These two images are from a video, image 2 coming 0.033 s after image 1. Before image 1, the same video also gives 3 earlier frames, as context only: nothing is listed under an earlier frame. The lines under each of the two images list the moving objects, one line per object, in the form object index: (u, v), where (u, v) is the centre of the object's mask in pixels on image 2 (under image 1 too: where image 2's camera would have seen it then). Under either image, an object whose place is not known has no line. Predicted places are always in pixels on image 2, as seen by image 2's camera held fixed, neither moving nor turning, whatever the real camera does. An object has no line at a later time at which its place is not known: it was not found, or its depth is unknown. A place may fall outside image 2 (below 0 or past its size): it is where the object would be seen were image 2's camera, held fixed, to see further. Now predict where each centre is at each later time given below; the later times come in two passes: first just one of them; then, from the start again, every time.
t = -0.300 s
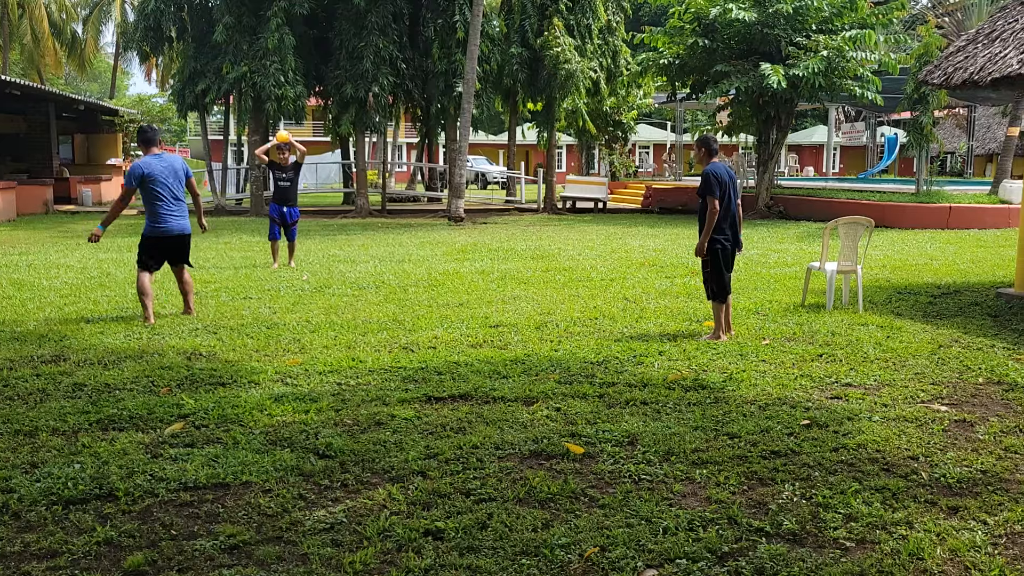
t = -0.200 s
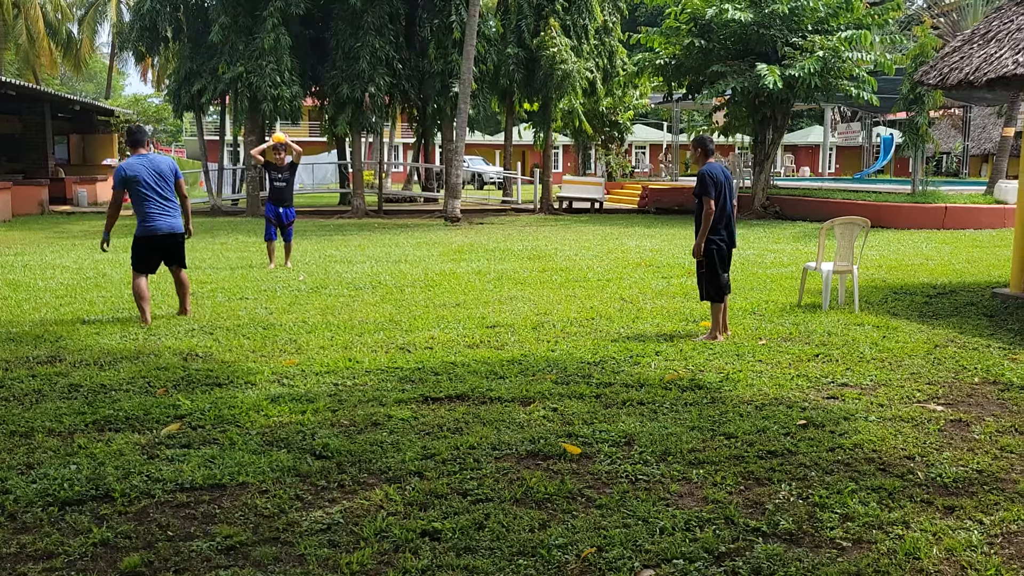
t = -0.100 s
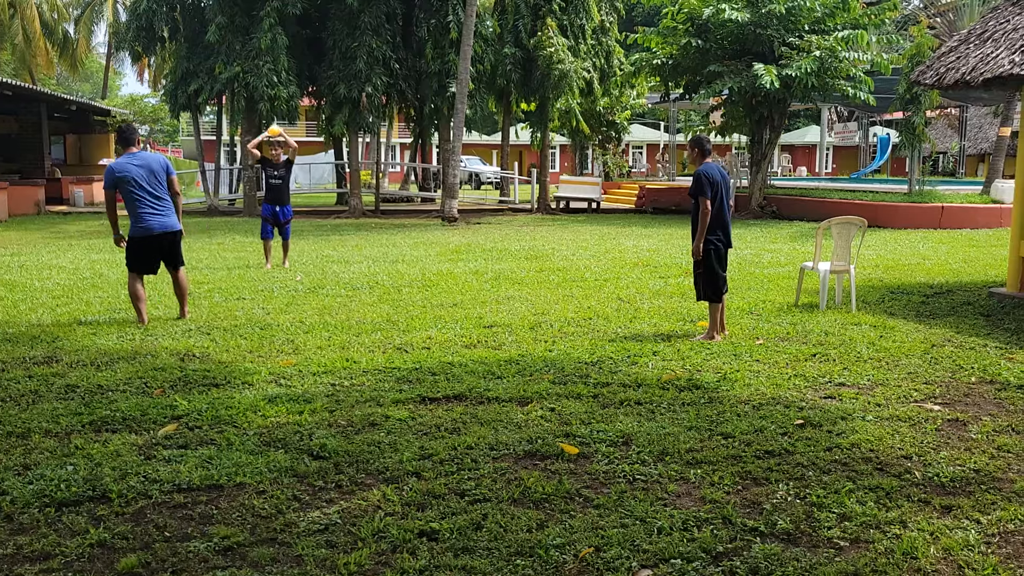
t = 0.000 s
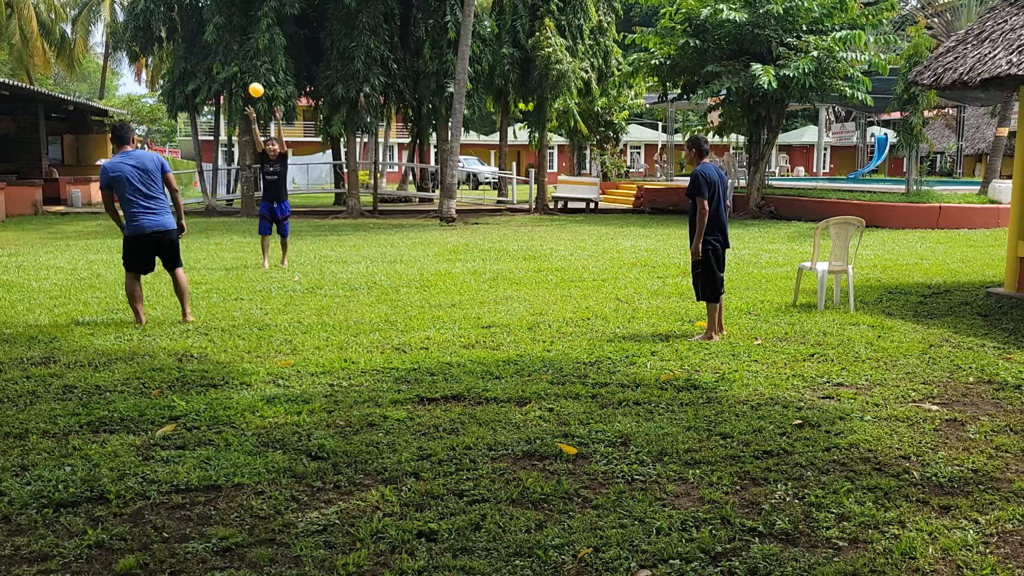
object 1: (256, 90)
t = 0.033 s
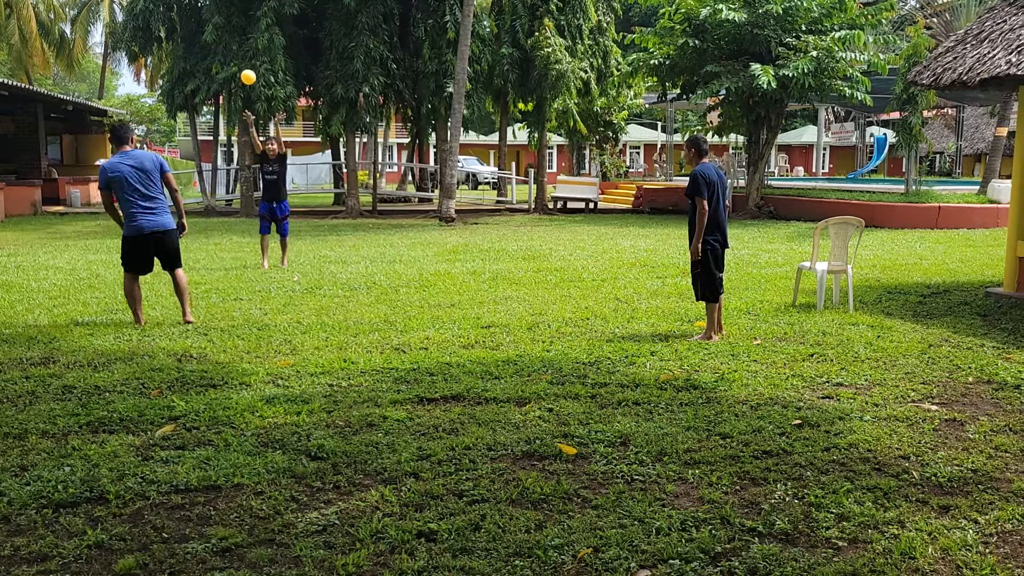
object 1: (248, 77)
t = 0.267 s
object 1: (196, 6)
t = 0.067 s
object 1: (241, 65)
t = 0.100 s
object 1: (233, 54)
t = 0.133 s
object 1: (226, 43)
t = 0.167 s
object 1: (218, 32)
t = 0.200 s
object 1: (211, 23)
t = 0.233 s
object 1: (203, 14)
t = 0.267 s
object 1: (196, 6)
